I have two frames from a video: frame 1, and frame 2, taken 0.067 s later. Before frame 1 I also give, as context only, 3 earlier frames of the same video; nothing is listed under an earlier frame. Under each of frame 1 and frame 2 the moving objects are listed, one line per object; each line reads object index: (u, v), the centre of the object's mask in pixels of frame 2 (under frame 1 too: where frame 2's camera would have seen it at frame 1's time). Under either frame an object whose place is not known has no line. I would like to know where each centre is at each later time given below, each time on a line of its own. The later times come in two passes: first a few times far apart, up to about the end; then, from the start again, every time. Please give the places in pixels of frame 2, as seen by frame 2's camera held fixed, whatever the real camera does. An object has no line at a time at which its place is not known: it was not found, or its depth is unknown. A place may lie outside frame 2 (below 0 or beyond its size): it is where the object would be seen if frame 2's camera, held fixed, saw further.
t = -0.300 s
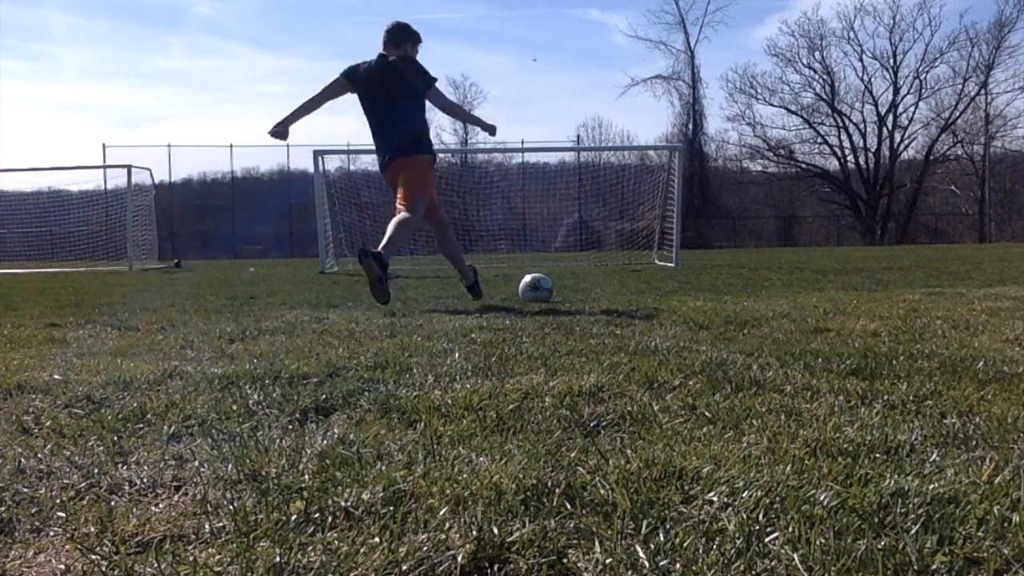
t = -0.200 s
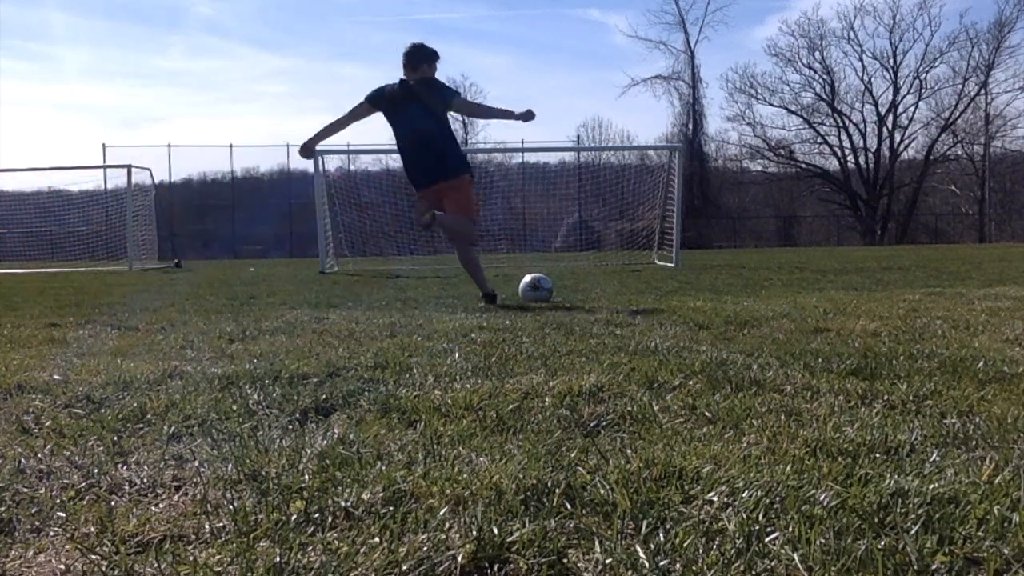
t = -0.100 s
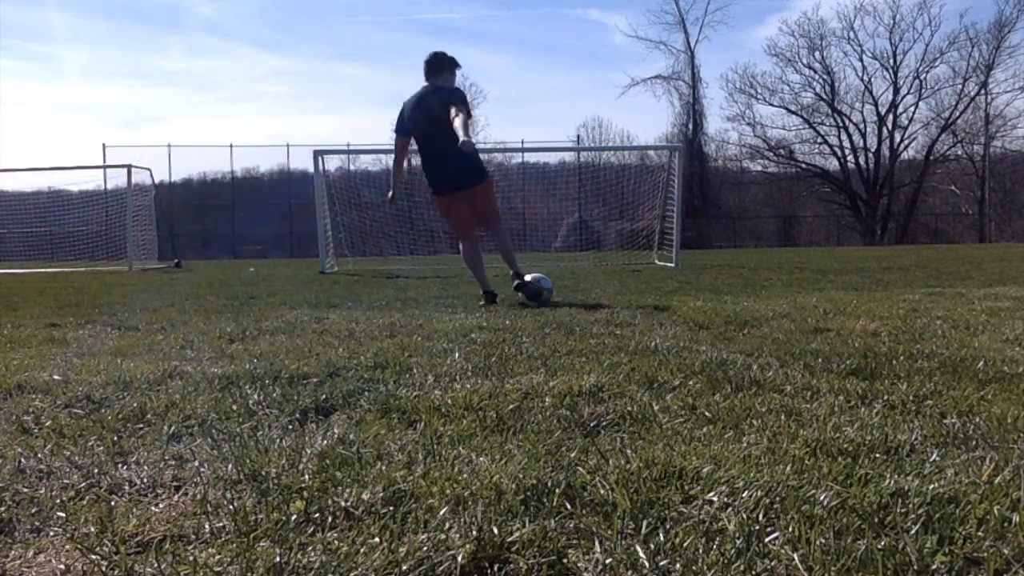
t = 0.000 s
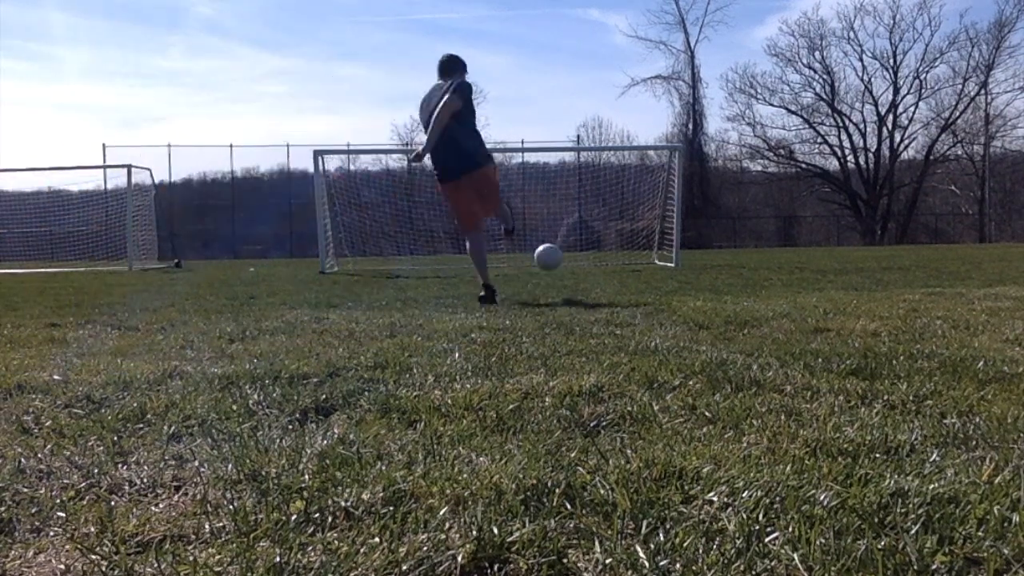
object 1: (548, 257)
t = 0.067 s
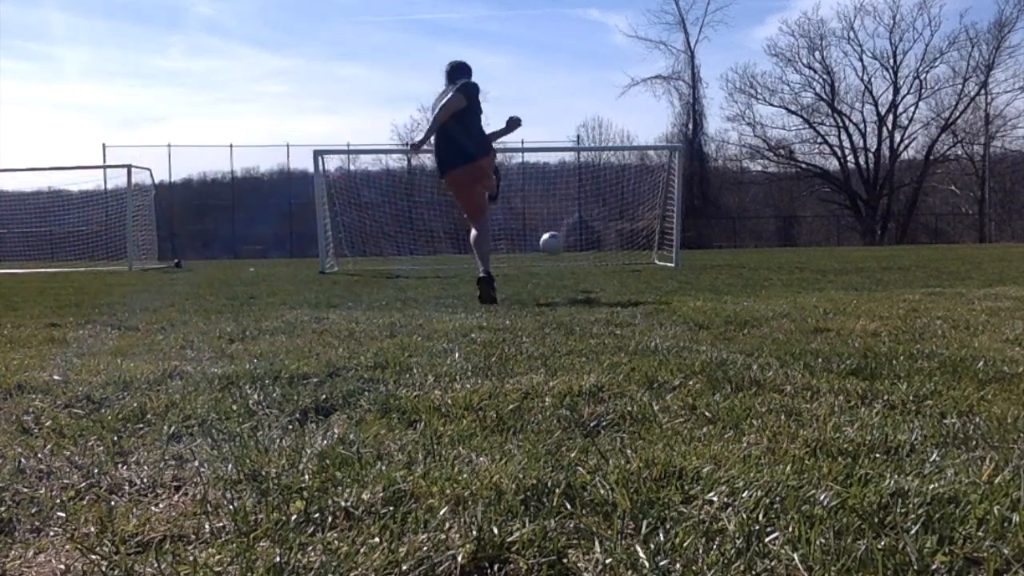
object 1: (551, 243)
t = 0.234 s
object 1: (556, 233)
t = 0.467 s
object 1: (551, 244)
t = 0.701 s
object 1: (545, 260)
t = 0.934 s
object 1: (543, 257)
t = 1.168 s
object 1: (546, 260)
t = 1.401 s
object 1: (552, 260)
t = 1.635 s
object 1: (560, 260)
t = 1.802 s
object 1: (563, 259)
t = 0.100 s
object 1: (553, 239)
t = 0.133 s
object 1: (555, 237)
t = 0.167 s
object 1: (556, 233)
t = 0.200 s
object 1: (556, 232)
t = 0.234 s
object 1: (556, 233)
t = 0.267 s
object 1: (556, 233)
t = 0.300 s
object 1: (556, 234)
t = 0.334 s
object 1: (556, 235)
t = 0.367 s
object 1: (554, 237)
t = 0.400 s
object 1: (554, 239)
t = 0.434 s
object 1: (553, 241)
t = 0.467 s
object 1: (551, 244)
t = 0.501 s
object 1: (550, 248)
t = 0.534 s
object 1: (550, 251)
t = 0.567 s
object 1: (548, 256)
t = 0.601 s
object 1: (548, 260)
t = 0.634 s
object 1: (547, 264)
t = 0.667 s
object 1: (546, 263)
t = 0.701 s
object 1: (545, 260)
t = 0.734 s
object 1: (544, 259)
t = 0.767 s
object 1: (544, 258)
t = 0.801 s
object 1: (544, 258)
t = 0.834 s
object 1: (544, 258)
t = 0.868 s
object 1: (543, 258)
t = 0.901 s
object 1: (543, 257)
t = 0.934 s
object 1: (543, 257)
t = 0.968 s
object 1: (543, 257)
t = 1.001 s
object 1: (543, 257)
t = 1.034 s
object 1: (544, 257)
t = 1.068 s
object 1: (544, 259)
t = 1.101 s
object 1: (544, 260)
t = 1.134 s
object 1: (545, 260)
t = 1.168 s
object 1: (546, 260)
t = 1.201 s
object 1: (546, 260)
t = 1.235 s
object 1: (549, 260)
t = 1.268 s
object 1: (549, 261)
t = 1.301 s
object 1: (550, 261)
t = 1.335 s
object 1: (551, 261)
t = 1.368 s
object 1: (551, 260)
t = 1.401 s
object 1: (552, 260)
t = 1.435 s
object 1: (553, 260)
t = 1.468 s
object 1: (554, 260)
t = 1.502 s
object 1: (555, 260)
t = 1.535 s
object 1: (556, 260)
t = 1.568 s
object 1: (557, 260)
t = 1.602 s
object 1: (558, 259)
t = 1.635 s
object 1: (560, 260)
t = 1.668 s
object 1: (561, 259)
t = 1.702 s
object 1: (562, 259)
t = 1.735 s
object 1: (562, 259)
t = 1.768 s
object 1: (563, 259)
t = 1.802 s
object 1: (563, 259)
